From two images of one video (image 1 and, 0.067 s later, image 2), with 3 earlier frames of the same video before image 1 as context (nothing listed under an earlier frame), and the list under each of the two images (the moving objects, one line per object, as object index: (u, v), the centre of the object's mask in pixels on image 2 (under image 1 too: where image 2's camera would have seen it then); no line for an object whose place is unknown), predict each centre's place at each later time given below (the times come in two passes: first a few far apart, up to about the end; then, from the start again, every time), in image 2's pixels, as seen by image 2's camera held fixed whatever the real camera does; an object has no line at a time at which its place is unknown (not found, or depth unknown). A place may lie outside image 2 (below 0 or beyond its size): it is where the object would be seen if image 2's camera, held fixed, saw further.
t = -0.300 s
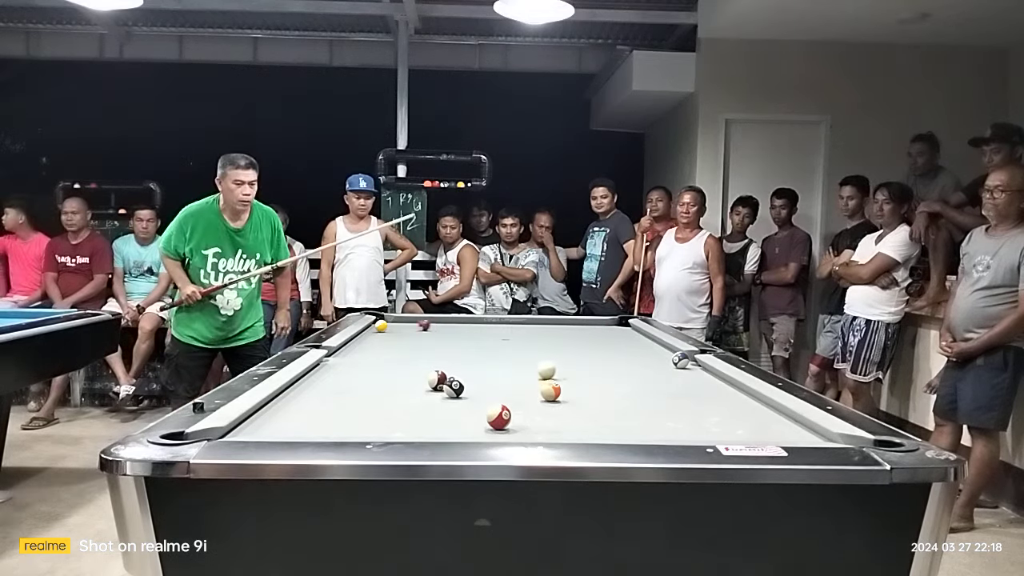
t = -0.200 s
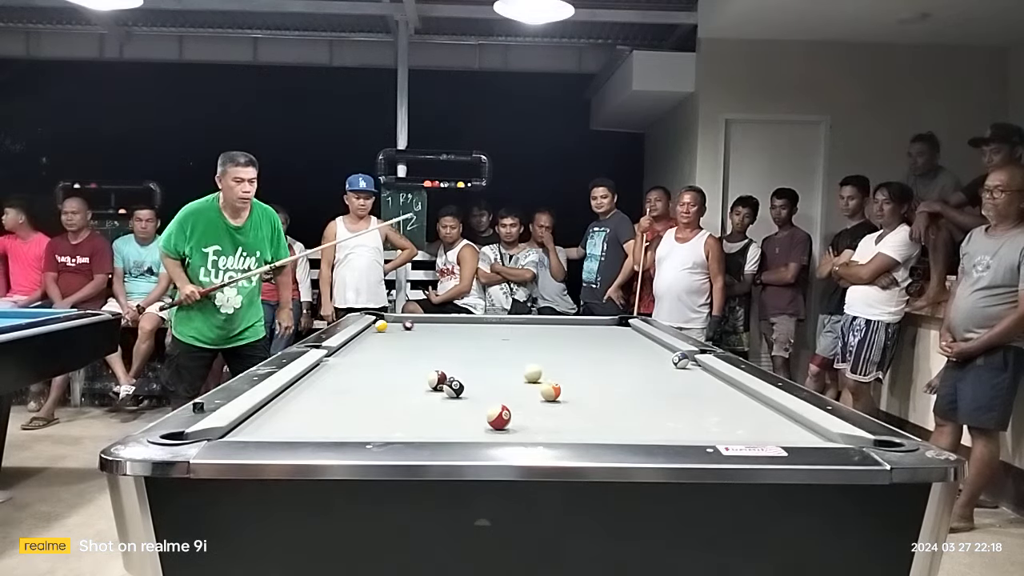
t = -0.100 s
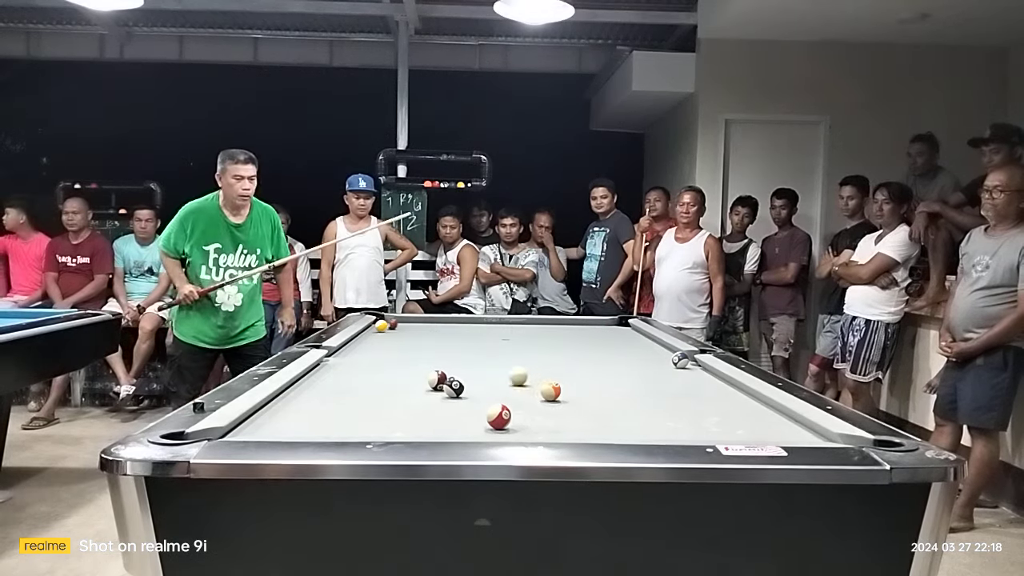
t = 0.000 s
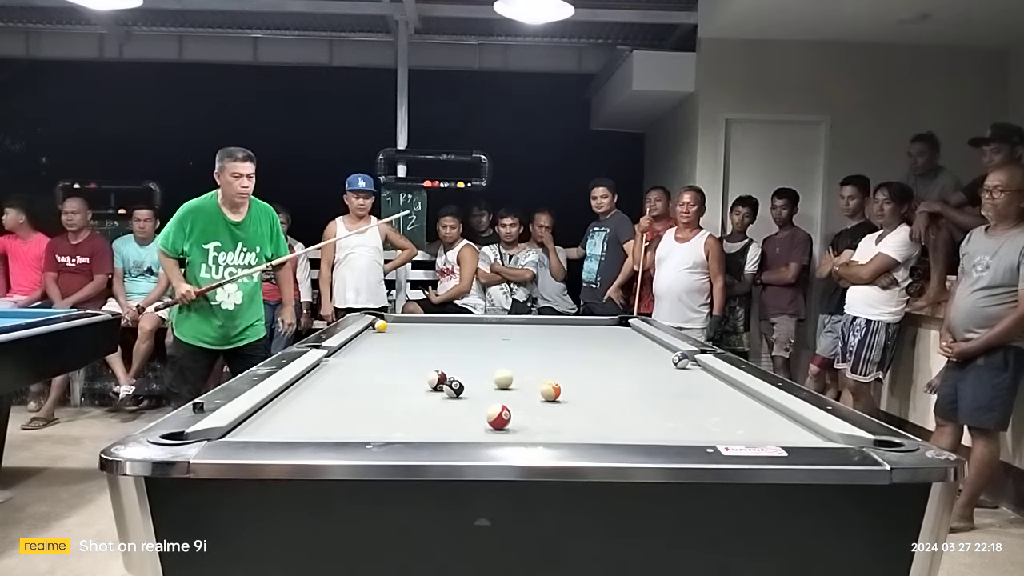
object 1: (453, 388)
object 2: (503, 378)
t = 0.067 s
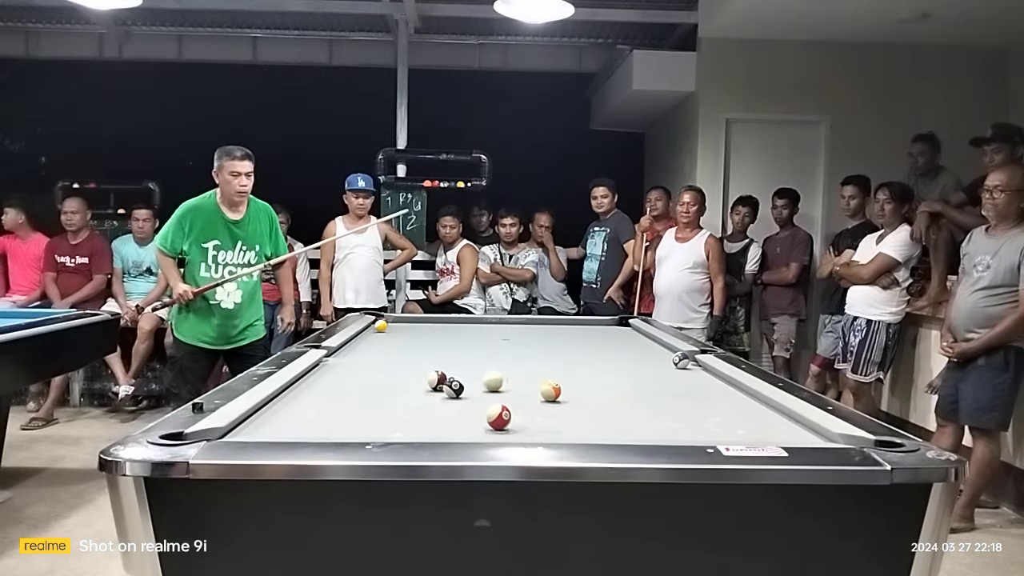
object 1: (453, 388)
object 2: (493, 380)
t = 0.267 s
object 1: (442, 388)
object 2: (472, 386)
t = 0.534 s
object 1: (405, 392)
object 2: (469, 392)
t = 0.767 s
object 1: (372, 395)
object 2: (466, 396)
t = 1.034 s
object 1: (335, 399)
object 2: (463, 400)
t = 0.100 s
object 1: (453, 387)
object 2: (487, 382)
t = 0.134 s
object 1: (453, 387)
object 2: (483, 383)
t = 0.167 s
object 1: (453, 387)
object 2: (477, 384)
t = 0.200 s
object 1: (452, 387)
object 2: (473, 385)
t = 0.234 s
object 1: (446, 388)
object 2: (473, 386)
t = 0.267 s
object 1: (442, 388)
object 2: (472, 386)
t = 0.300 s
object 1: (437, 388)
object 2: (472, 387)
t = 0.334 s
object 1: (432, 389)
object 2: (472, 387)
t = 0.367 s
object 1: (428, 390)
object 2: (471, 388)
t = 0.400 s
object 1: (423, 390)
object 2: (471, 388)
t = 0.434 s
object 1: (418, 391)
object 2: (470, 389)
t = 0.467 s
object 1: (413, 393)
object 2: (470, 389)
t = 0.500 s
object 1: (409, 391)
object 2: (469, 390)
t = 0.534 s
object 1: (405, 392)
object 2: (469, 392)
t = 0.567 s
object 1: (399, 392)
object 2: (468, 392)
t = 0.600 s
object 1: (395, 393)
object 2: (468, 393)
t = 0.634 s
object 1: (390, 394)
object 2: (467, 393)
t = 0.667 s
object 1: (385, 394)
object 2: (467, 394)
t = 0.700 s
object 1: (381, 395)
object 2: (467, 394)
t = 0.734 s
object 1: (376, 395)
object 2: (466, 395)
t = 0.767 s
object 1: (372, 395)
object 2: (466, 396)
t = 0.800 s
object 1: (367, 396)
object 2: (465, 396)
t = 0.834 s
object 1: (362, 396)
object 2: (465, 397)
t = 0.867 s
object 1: (357, 397)
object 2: (465, 398)
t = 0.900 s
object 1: (353, 398)
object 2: (464, 398)
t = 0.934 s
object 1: (349, 399)
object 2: (464, 398)
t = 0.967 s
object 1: (345, 398)
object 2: (464, 399)
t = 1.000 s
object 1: (340, 398)
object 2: (463, 400)
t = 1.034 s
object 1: (335, 399)
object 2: (463, 400)
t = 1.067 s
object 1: (330, 399)
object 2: (462, 401)
